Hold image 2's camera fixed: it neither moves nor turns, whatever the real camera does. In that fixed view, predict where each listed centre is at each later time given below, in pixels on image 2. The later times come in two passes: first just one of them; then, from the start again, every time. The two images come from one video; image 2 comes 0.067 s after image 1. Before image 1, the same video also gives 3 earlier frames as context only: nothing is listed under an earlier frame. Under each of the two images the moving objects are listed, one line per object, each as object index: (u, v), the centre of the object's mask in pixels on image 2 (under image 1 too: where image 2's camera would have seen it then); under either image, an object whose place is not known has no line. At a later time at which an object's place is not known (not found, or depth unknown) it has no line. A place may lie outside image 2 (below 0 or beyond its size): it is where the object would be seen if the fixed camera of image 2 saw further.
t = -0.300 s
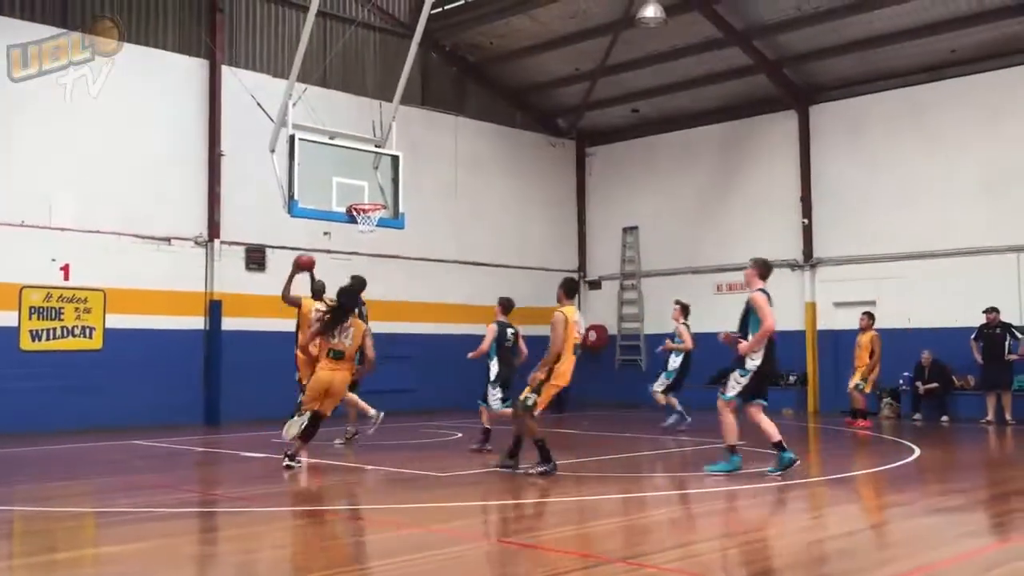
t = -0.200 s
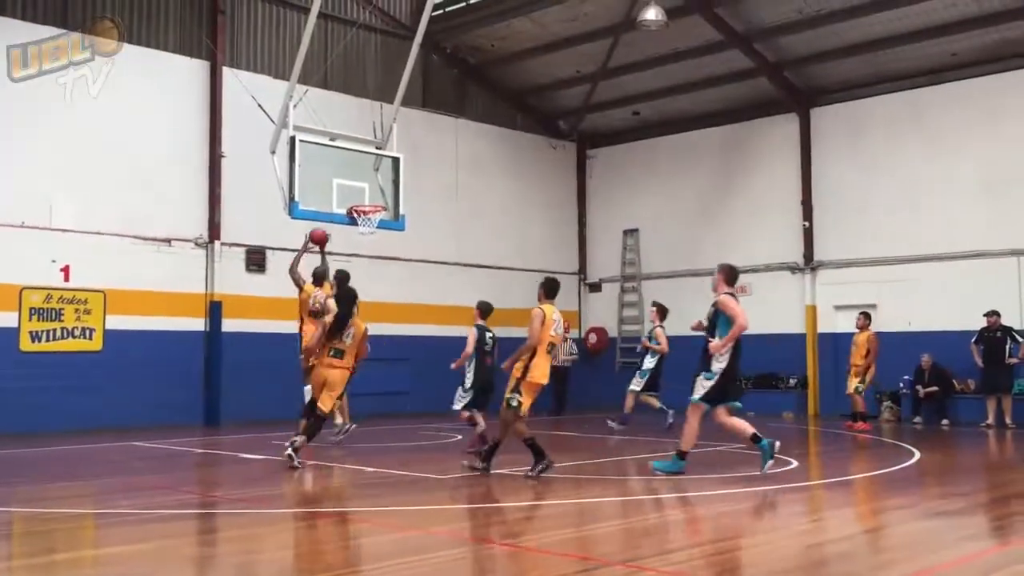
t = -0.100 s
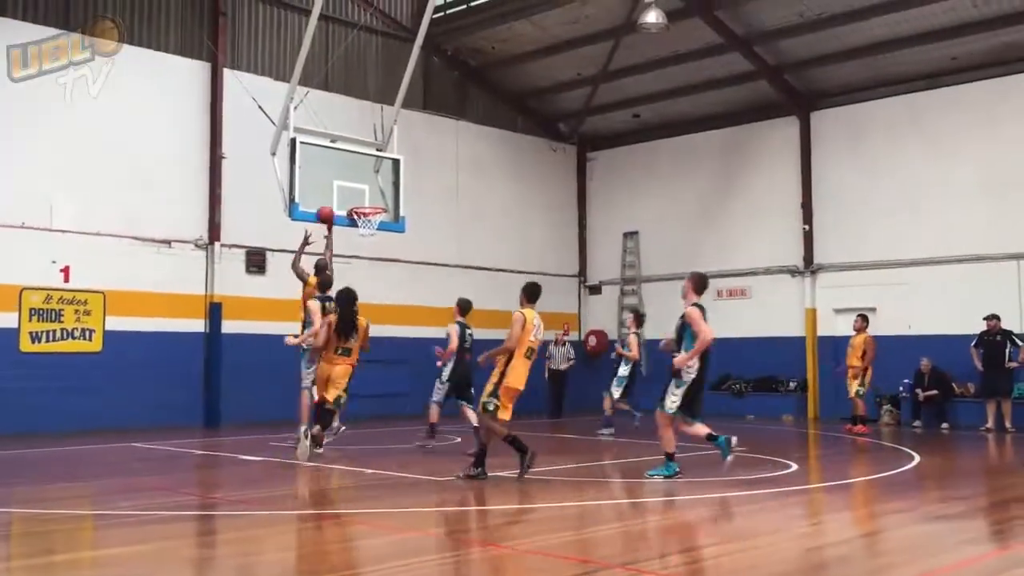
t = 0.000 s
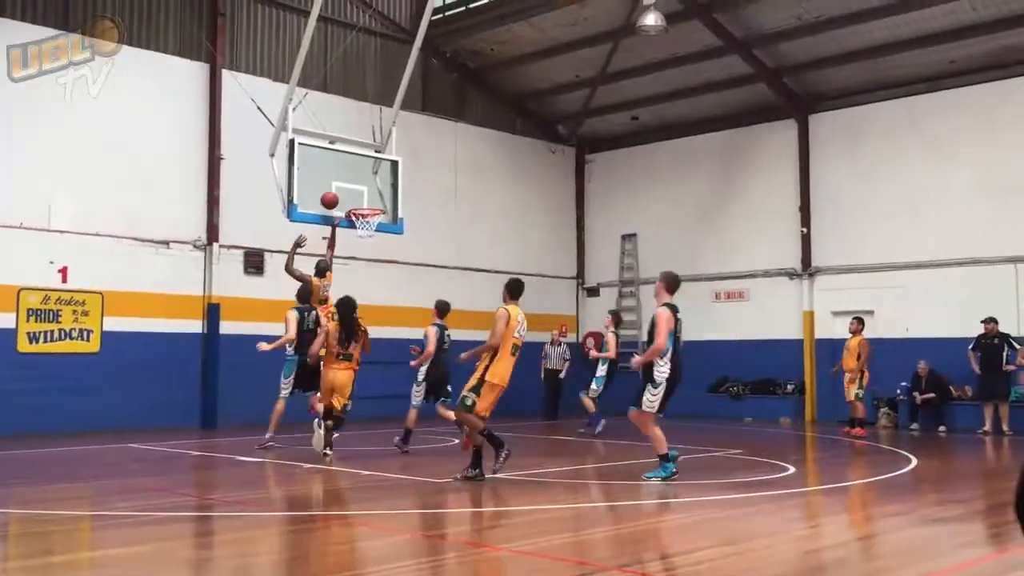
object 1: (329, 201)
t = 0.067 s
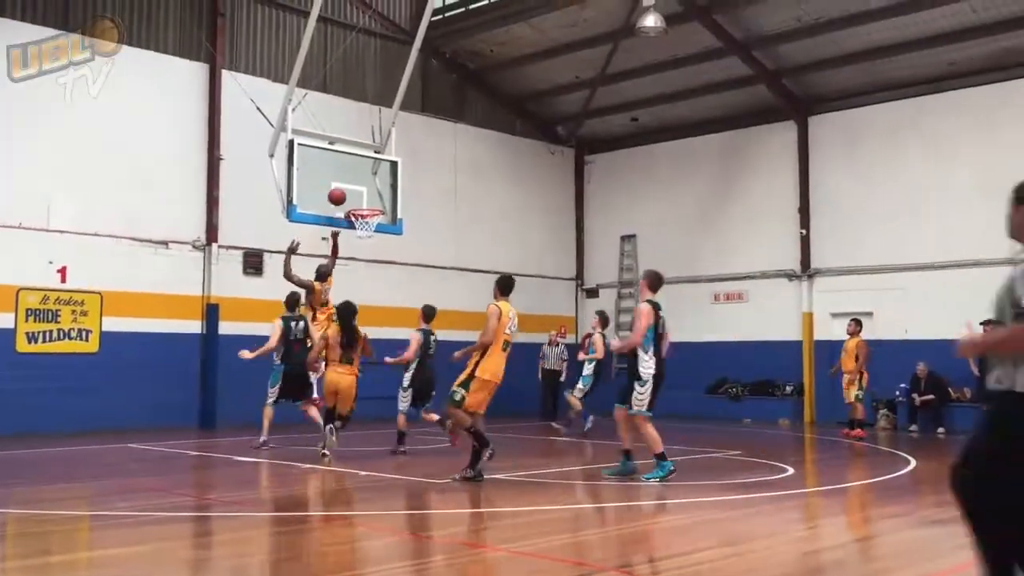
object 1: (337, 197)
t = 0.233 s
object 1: (357, 200)
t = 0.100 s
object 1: (341, 196)
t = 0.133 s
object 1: (345, 195)
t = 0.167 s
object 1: (349, 196)
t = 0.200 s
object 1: (353, 198)
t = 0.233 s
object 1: (357, 200)
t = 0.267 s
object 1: (360, 200)
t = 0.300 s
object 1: (361, 201)
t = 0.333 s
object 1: (363, 202)
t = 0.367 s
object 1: (365, 204)
